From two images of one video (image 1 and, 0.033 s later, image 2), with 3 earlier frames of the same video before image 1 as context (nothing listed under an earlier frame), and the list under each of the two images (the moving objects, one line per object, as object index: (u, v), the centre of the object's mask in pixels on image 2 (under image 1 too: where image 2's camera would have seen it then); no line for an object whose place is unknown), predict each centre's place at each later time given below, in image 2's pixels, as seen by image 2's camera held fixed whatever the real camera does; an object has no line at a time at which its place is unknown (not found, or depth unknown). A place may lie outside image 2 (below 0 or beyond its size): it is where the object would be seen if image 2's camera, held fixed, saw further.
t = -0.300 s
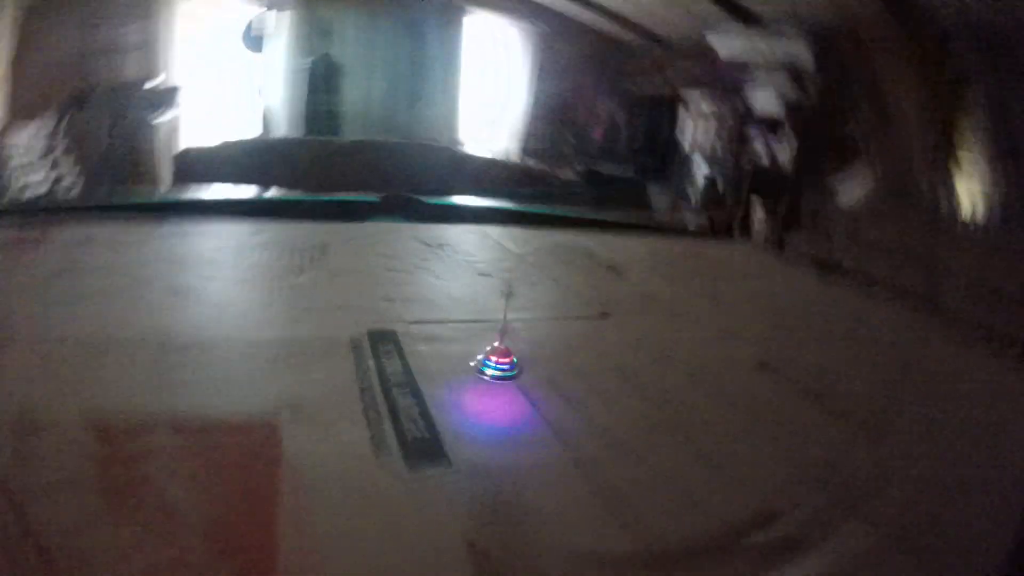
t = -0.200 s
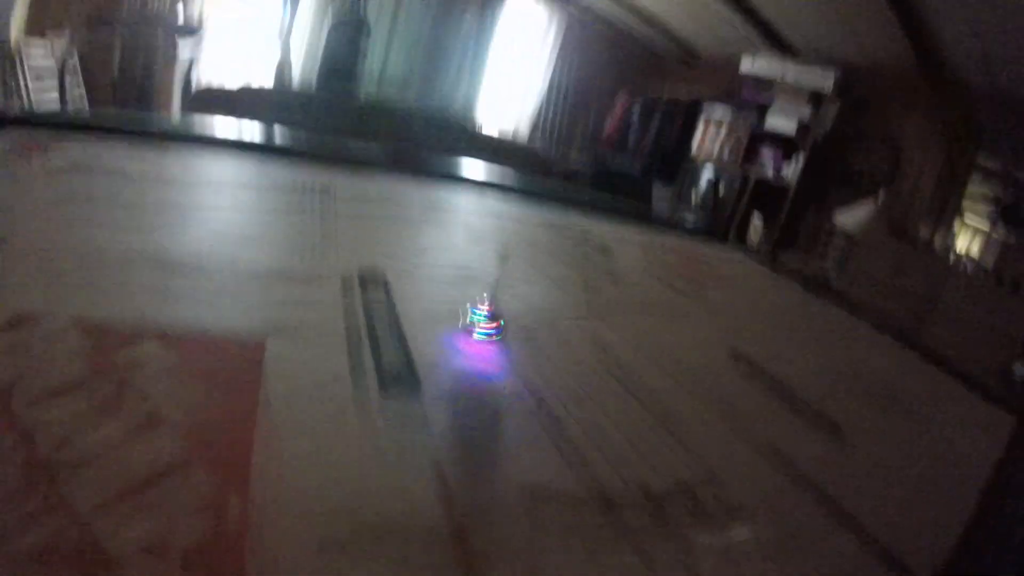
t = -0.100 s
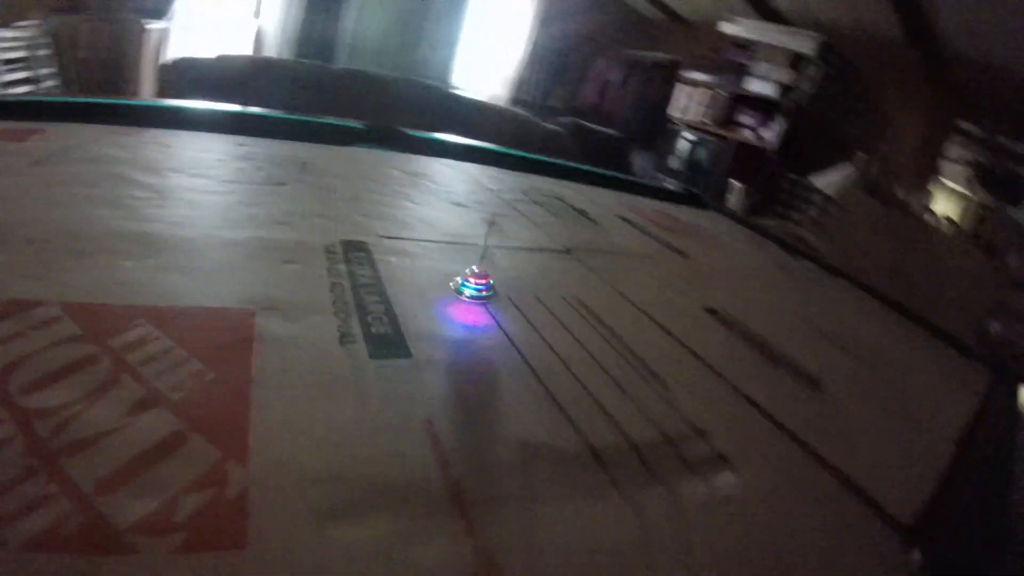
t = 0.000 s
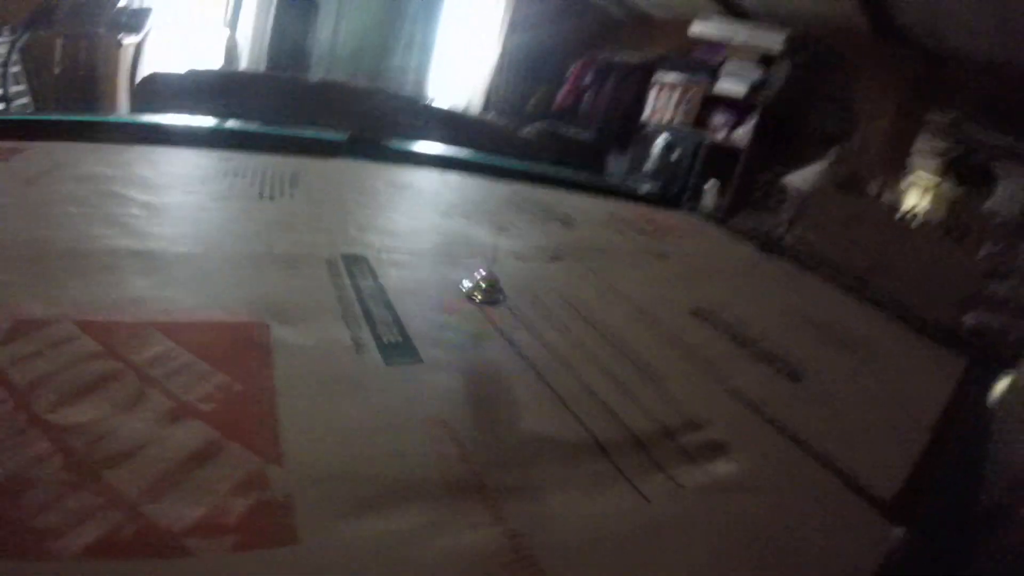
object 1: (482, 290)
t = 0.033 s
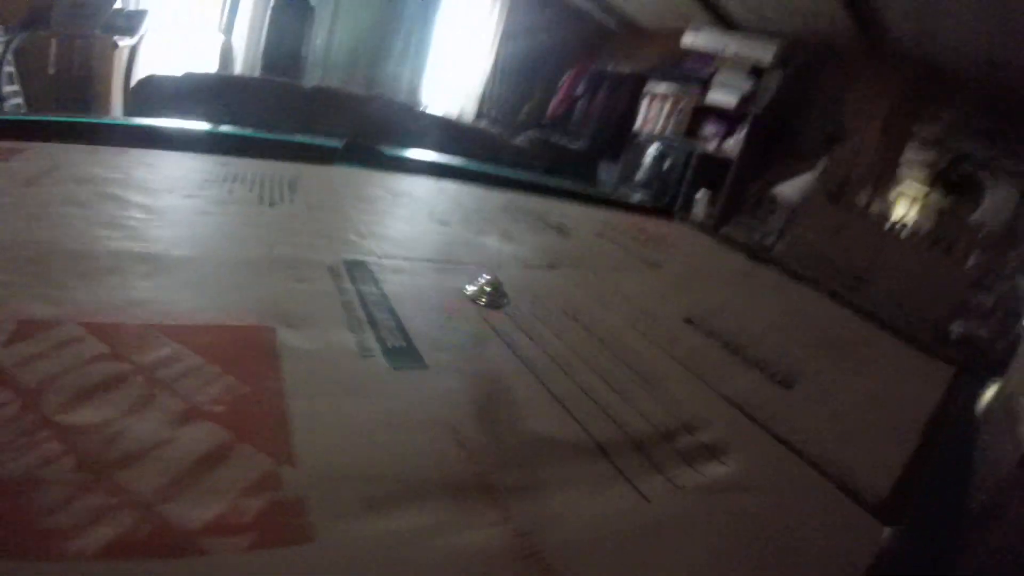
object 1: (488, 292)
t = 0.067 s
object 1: (495, 290)
